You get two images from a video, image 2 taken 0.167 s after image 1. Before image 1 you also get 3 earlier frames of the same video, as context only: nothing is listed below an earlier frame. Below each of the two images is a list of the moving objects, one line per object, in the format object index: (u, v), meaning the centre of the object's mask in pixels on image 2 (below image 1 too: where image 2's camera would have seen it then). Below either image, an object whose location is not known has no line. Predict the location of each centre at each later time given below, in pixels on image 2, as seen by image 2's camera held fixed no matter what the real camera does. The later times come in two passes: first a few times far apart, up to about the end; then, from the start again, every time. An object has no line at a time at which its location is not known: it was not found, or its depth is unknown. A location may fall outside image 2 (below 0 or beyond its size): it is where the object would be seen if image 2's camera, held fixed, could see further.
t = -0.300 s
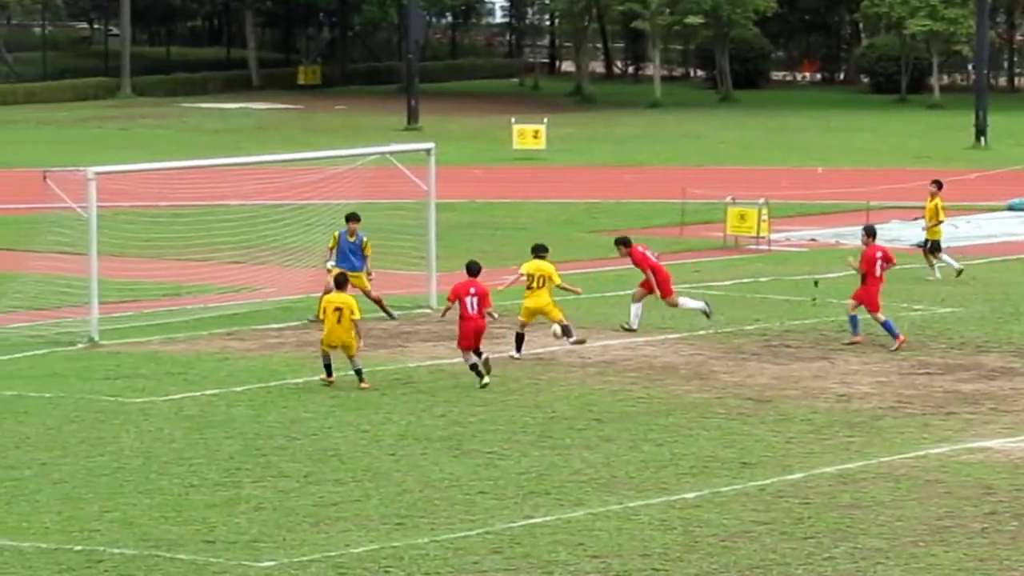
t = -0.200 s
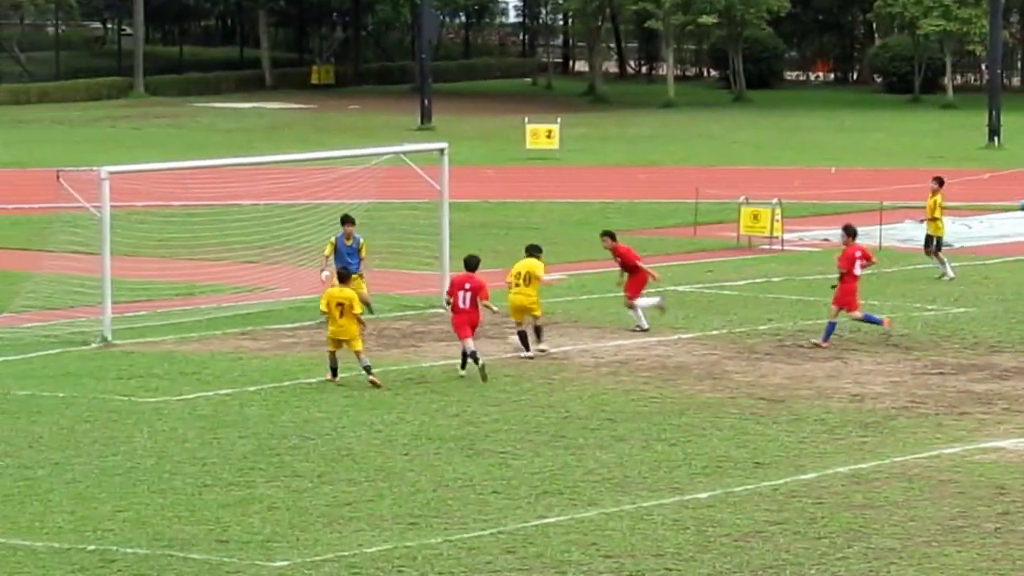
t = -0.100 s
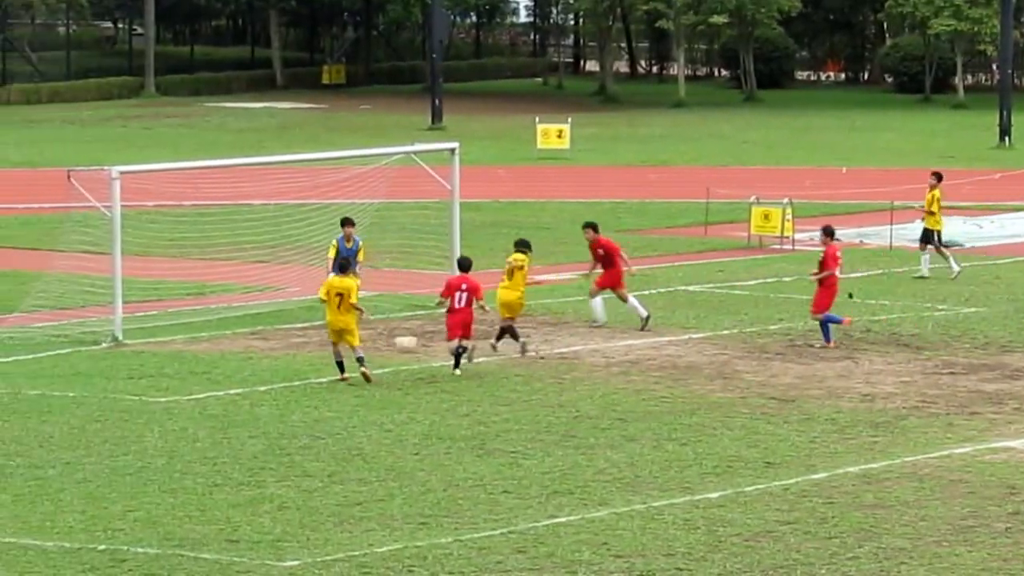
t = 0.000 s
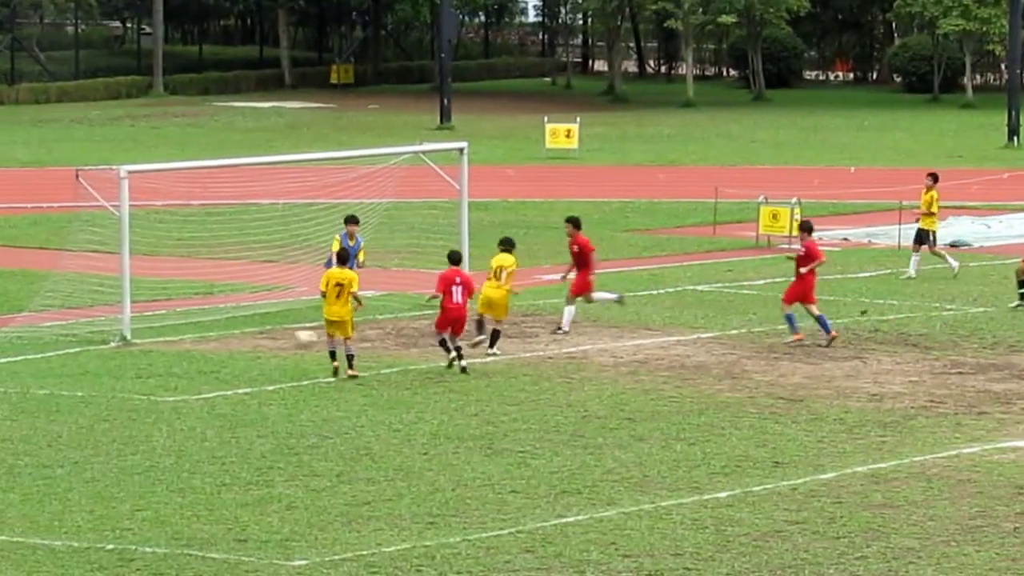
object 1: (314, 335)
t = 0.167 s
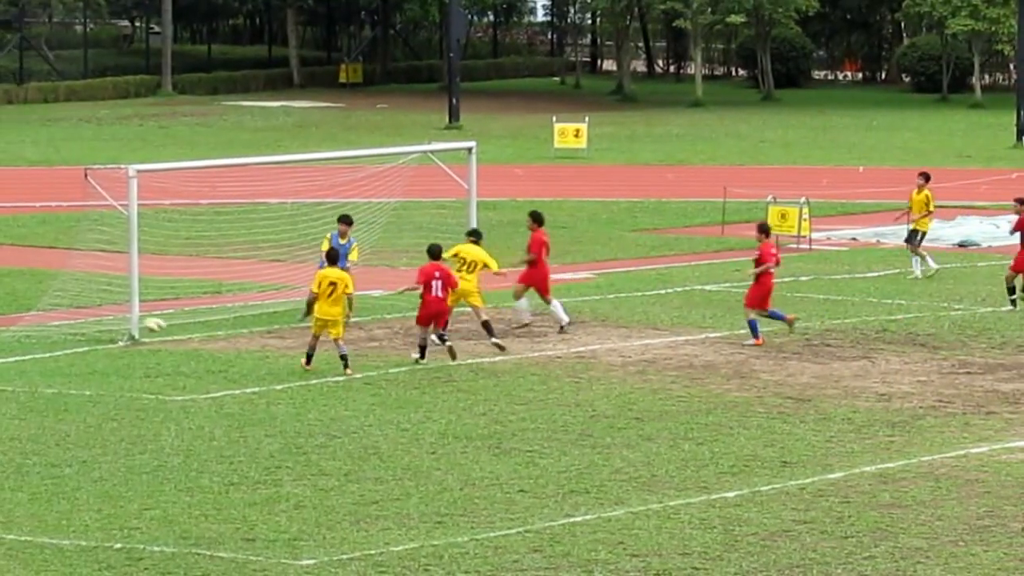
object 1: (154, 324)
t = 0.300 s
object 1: (117, 311)
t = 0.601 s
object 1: (100, 319)
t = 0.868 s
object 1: (172, 321)
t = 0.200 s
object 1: (142, 320)
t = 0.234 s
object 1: (127, 316)
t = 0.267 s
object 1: (123, 313)
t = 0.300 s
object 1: (117, 311)
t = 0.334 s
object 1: (110, 309)
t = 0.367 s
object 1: (103, 308)
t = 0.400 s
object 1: (96, 309)
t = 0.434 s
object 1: (91, 309)
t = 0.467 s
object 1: (86, 310)
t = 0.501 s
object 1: (84, 311)
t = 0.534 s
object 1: (85, 313)
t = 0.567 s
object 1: (91, 316)
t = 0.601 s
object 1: (100, 319)
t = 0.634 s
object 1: (110, 322)
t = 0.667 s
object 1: (119, 321)
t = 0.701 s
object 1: (125, 320)
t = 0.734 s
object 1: (142, 318)
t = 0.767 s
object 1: (147, 319)
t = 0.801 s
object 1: (156, 321)
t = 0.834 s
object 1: (164, 322)
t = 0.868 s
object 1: (172, 321)
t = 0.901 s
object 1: (179, 321)
